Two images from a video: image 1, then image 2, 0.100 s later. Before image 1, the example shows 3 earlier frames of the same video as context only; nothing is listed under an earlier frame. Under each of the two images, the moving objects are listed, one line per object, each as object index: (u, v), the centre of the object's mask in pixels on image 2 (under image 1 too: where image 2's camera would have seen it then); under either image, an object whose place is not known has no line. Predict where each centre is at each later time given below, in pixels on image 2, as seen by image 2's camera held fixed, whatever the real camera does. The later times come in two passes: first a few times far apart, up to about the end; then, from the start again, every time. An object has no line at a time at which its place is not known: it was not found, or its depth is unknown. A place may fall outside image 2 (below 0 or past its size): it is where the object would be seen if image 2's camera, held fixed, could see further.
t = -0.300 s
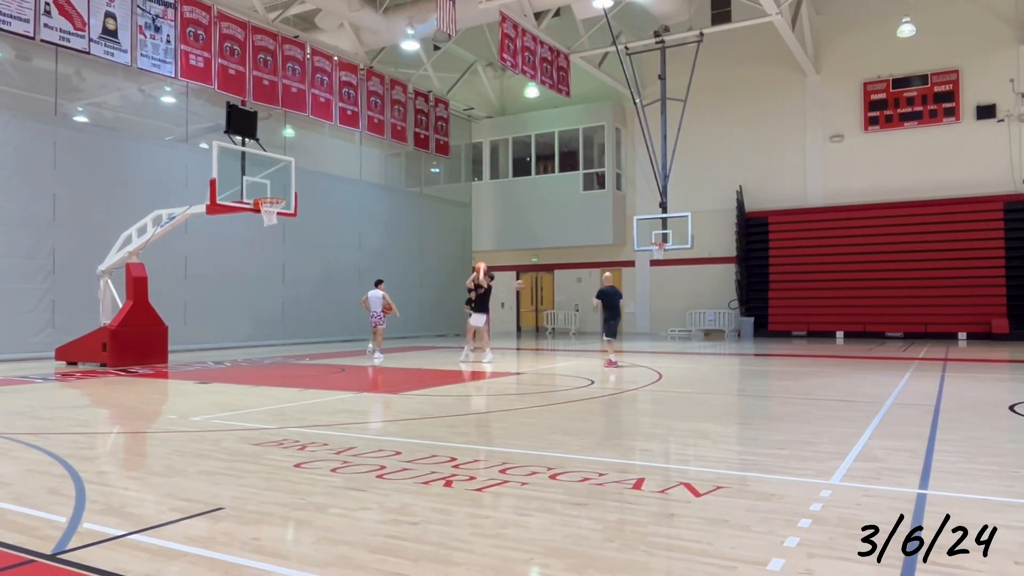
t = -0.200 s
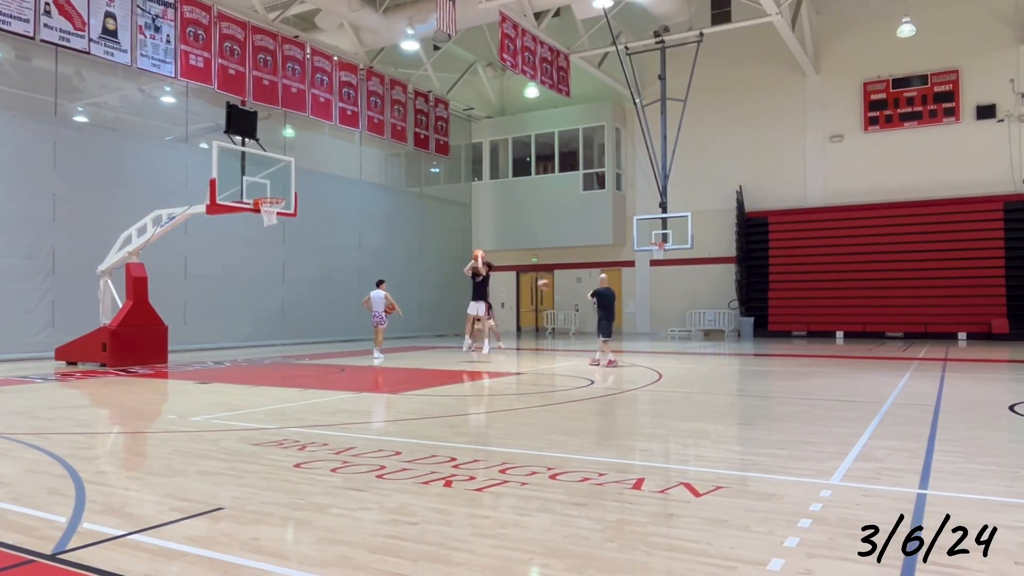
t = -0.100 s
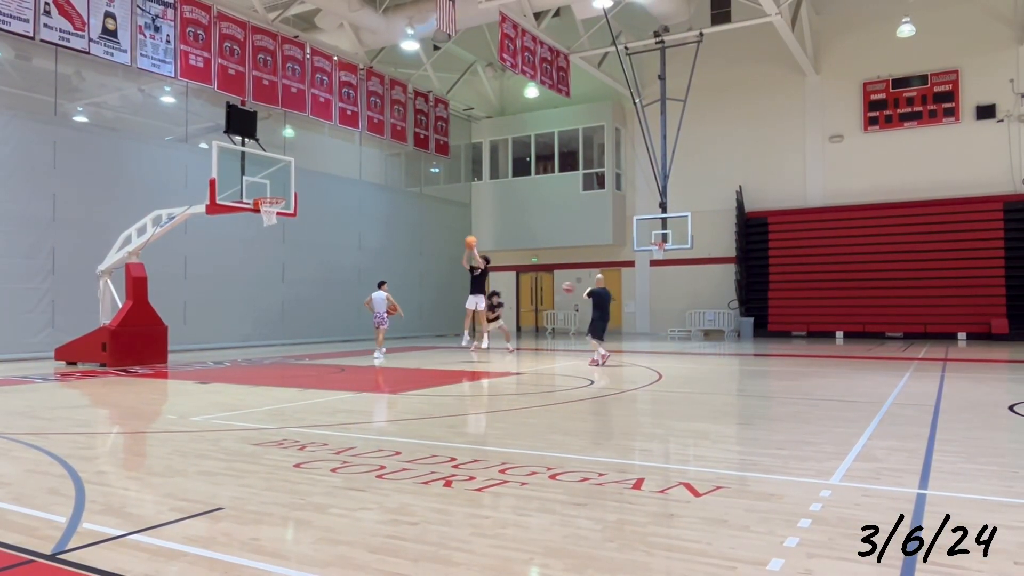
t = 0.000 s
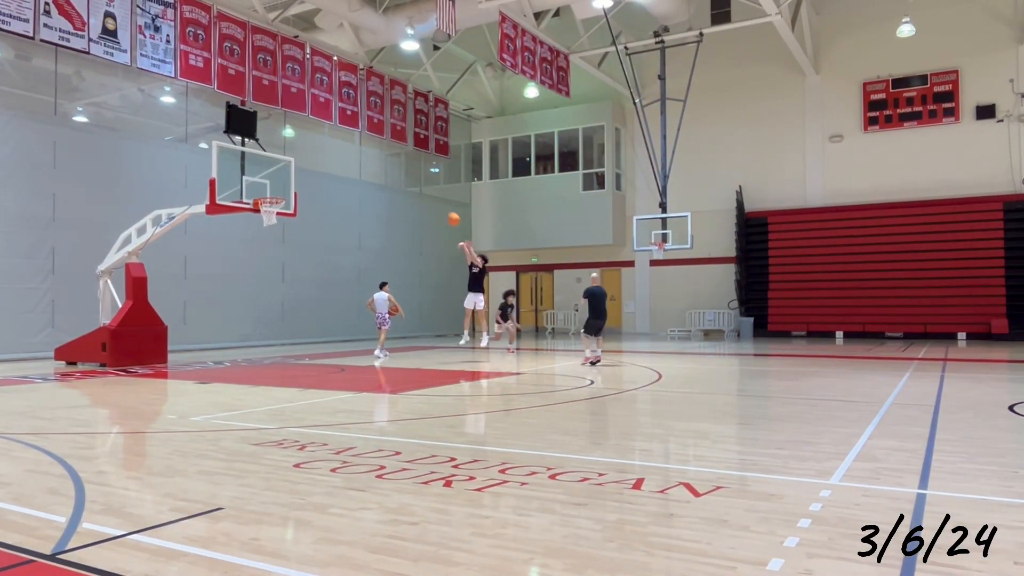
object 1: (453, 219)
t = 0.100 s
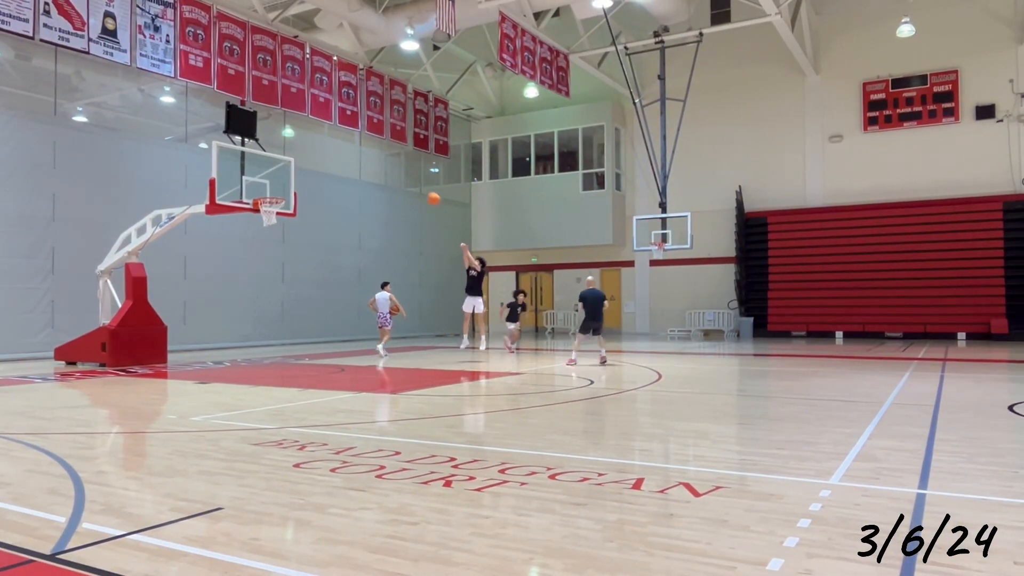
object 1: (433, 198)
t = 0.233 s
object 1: (407, 179)
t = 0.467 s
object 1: (358, 164)
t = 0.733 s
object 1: (299, 180)
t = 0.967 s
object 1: (257, 213)
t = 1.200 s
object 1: (249, 246)
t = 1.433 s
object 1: (240, 308)
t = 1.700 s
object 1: (242, 336)
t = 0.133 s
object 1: (427, 193)
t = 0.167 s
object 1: (420, 188)
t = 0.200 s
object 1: (414, 183)
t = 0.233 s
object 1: (407, 179)
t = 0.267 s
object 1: (400, 176)
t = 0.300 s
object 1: (393, 172)
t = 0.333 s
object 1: (386, 169)
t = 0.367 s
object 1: (379, 167)
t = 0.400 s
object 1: (372, 165)
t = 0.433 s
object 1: (365, 164)
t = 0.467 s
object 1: (358, 164)
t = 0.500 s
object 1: (351, 164)
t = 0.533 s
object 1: (344, 164)
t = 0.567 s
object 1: (336, 166)
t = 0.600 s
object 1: (329, 167)
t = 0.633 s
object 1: (321, 170)
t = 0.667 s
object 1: (314, 173)
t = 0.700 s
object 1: (307, 176)
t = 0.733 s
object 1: (299, 180)
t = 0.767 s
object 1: (291, 185)
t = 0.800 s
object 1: (283, 190)
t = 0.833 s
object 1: (276, 196)
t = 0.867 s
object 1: (269, 202)
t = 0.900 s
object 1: (260, 208)
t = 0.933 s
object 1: (257, 212)
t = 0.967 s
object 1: (257, 213)
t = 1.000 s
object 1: (255, 217)
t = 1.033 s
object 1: (254, 220)
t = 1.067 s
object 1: (253, 224)
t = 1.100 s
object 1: (252, 228)
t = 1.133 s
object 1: (251, 234)
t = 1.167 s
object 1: (250, 239)
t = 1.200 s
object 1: (249, 246)
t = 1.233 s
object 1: (247, 253)
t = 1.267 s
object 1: (247, 260)
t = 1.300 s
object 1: (245, 268)
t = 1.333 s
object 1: (244, 278)
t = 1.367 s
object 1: (243, 287)
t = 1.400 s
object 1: (241, 297)
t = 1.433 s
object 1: (240, 308)
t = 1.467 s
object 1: (239, 320)
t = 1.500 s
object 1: (237, 332)
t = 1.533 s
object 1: (236, 344)
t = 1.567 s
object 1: (235, 359)
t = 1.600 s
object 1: (234, 366)
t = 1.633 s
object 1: (237, 356)
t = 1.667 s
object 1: (239, 346)
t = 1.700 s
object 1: (242, 336)
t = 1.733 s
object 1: (245, 328)
